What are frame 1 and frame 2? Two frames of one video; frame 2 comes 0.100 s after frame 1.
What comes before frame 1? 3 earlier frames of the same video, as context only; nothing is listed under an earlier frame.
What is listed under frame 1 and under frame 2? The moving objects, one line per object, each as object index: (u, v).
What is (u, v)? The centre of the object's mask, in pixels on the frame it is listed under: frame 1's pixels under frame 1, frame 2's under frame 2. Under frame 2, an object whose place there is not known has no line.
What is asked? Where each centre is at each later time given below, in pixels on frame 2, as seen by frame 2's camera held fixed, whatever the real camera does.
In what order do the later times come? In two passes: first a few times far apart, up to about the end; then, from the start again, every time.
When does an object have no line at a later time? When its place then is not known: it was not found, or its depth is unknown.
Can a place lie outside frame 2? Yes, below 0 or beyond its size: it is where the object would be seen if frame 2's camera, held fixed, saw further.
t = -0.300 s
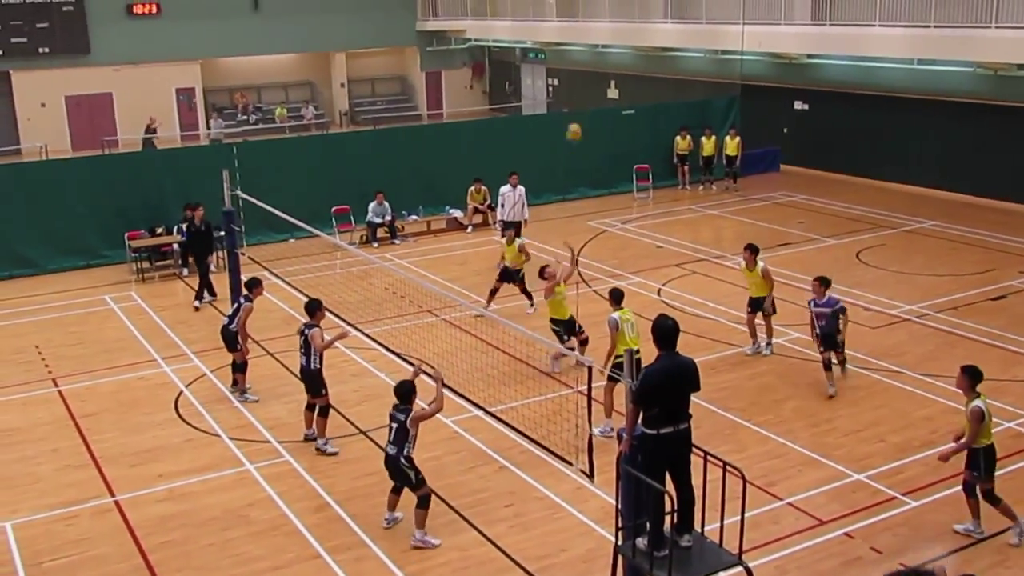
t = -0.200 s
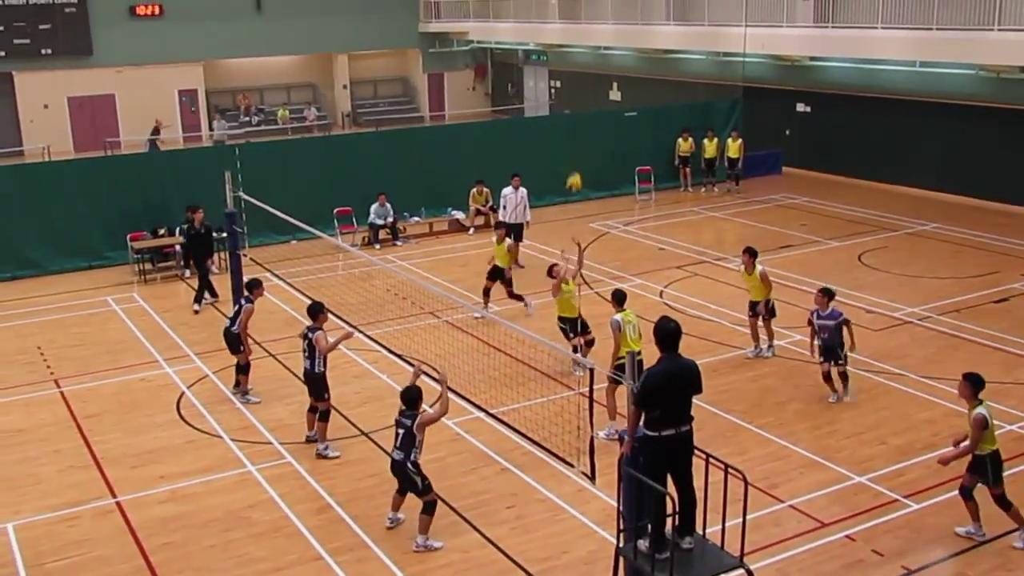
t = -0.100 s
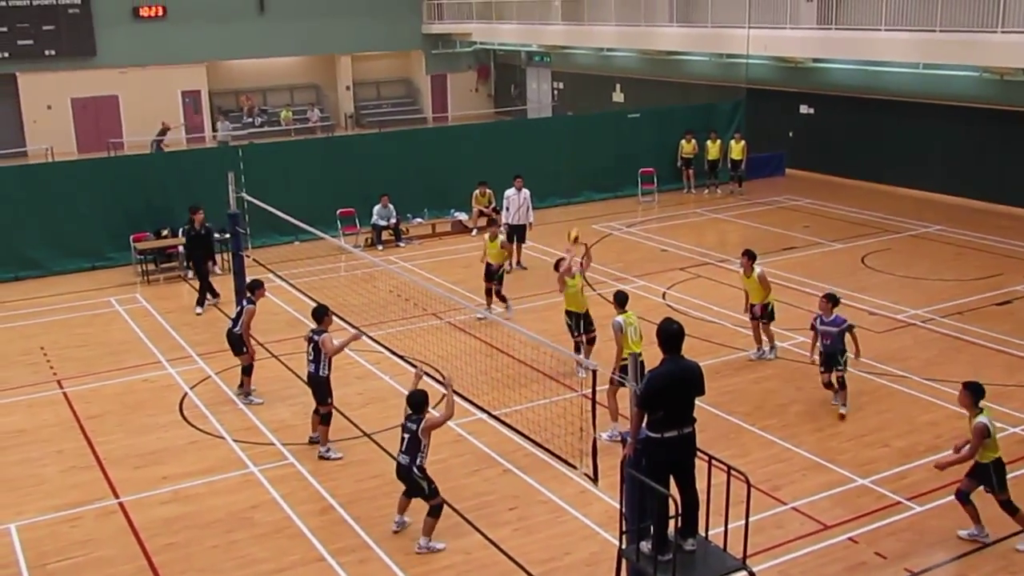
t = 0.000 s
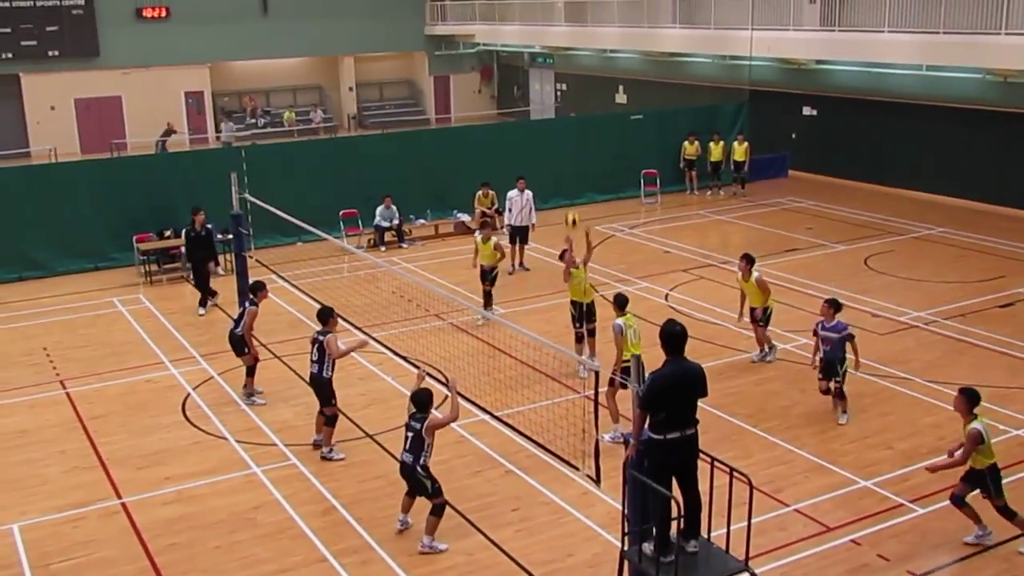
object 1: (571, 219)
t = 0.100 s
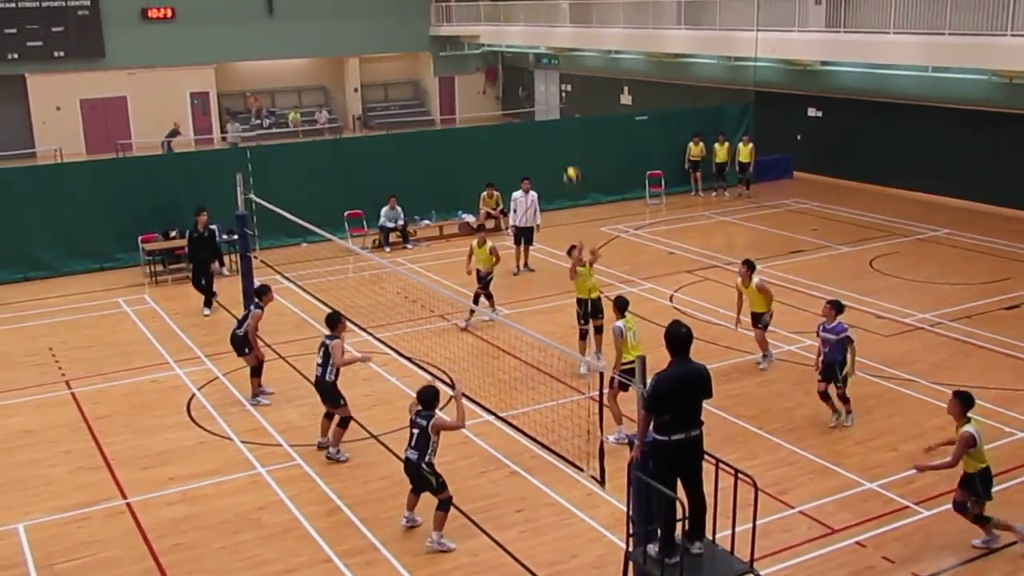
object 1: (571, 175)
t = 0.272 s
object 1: (563, 113)
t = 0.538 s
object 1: (554, 50)
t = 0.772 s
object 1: (546, 39)
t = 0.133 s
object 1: (569, 161)
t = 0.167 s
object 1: (568, 148)
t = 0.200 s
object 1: (566, 136)
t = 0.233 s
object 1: (565, 124)
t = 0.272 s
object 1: (563, 113)
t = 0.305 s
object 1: (563, 103)
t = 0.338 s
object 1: (561, 93)
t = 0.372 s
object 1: (559, 83)
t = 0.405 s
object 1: (559, 74)
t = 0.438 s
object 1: (558, 66)
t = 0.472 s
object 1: (557, 60)
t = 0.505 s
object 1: (556, 54)
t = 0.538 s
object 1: (554, 50)
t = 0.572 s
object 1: (553, 46)
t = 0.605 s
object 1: (552, 43)
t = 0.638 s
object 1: (550, 40)
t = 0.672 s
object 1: (549, 39)
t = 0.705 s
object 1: (548, 38)
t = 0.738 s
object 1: (547, 38)
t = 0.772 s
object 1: (546, 39)
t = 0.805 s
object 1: (544, 42)
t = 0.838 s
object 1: (542, 45)
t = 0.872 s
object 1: (541, 51)
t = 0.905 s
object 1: (541, 55)
